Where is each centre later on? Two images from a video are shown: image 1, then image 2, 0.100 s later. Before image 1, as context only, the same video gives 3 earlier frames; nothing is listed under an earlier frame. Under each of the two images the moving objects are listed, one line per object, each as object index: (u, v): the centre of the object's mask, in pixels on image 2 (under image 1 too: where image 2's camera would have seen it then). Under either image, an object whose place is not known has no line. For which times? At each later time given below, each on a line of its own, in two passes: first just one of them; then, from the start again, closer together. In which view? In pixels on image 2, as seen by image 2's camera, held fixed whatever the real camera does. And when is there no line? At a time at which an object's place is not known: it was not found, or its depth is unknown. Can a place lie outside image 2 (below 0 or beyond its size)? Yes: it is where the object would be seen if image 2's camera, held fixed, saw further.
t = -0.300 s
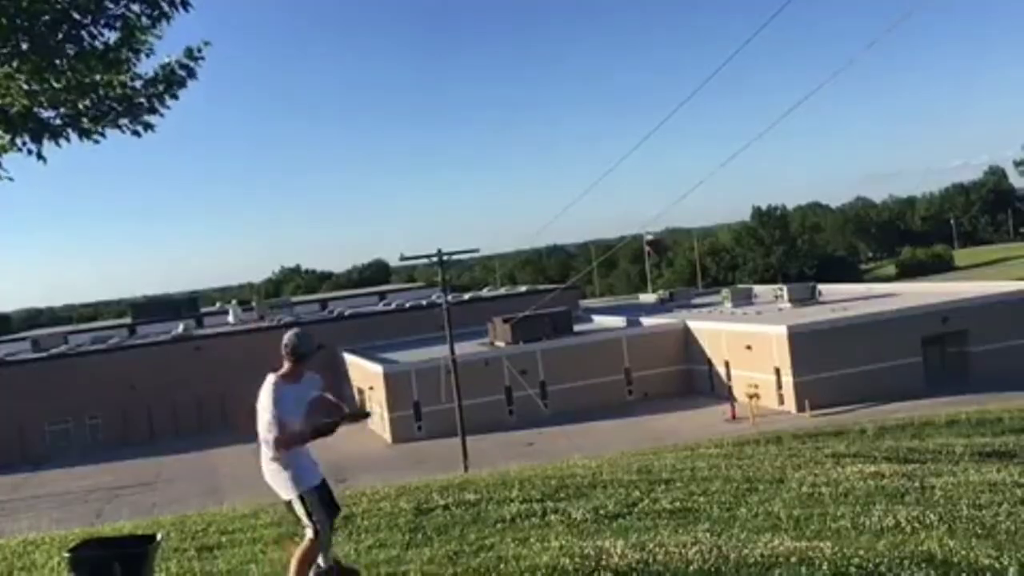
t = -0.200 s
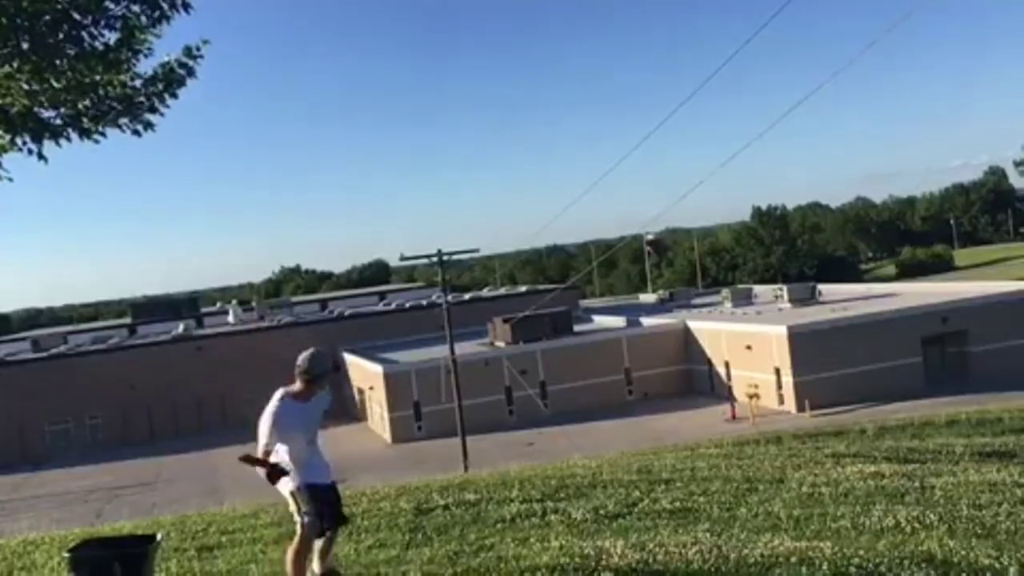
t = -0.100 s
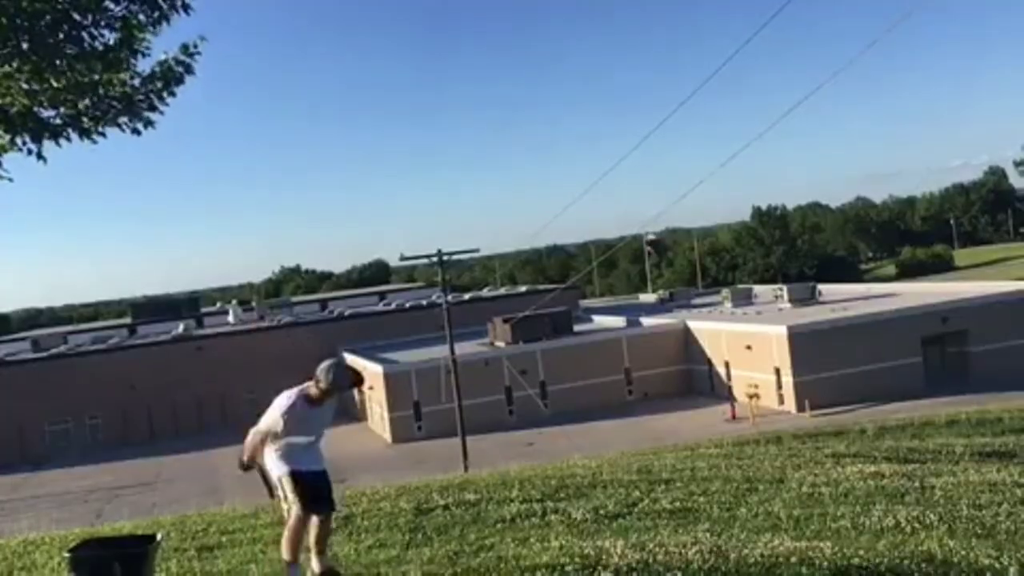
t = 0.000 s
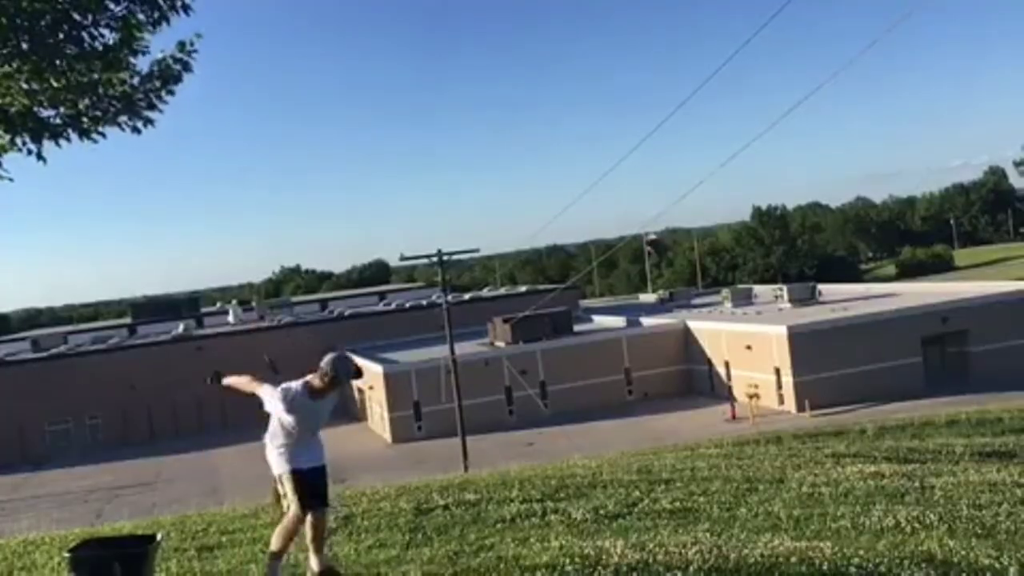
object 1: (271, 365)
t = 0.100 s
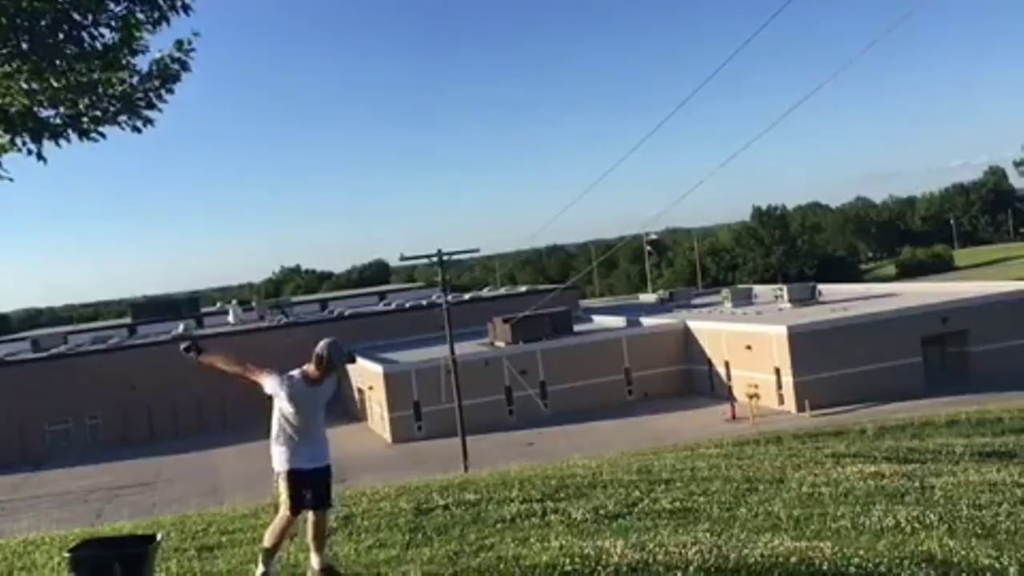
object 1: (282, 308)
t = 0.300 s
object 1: (292, 260)
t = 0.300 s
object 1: (292, 260)
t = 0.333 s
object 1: (295, 257)
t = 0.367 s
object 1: (297, 253)
